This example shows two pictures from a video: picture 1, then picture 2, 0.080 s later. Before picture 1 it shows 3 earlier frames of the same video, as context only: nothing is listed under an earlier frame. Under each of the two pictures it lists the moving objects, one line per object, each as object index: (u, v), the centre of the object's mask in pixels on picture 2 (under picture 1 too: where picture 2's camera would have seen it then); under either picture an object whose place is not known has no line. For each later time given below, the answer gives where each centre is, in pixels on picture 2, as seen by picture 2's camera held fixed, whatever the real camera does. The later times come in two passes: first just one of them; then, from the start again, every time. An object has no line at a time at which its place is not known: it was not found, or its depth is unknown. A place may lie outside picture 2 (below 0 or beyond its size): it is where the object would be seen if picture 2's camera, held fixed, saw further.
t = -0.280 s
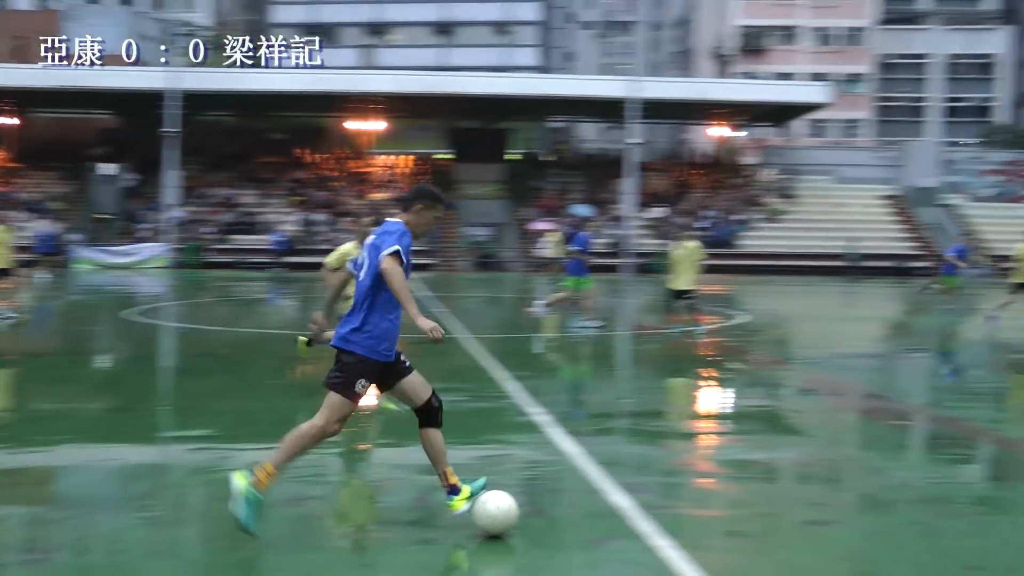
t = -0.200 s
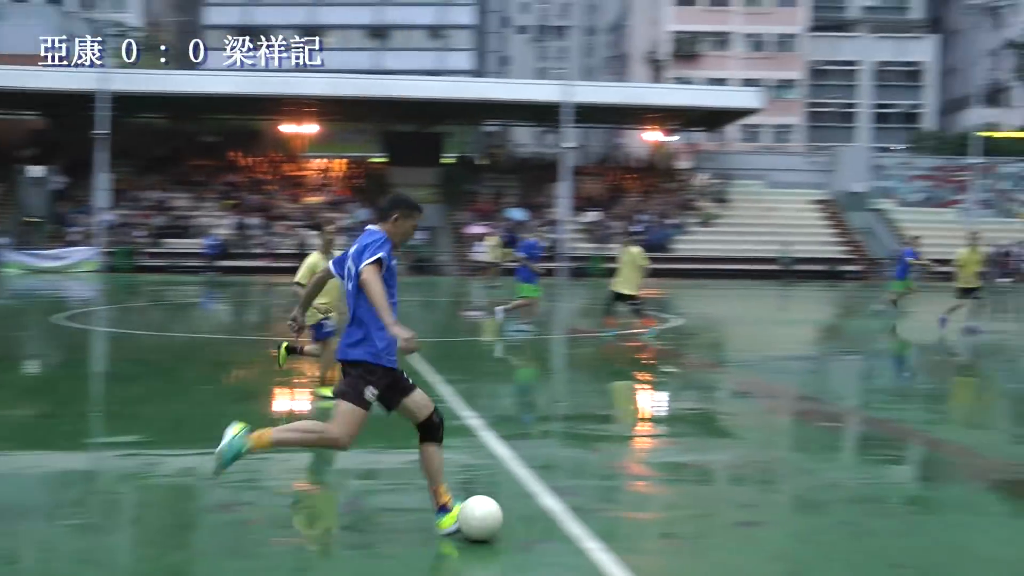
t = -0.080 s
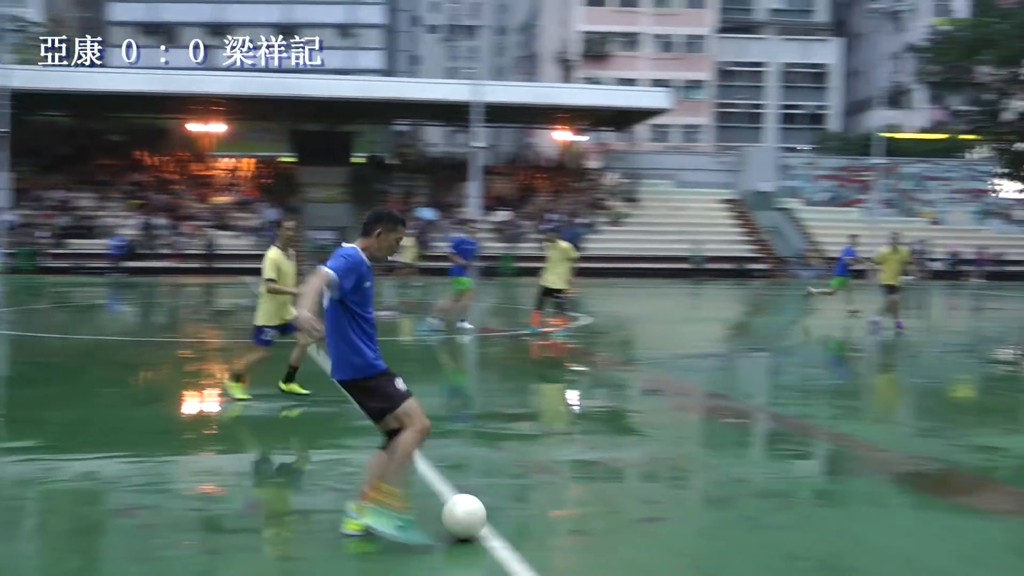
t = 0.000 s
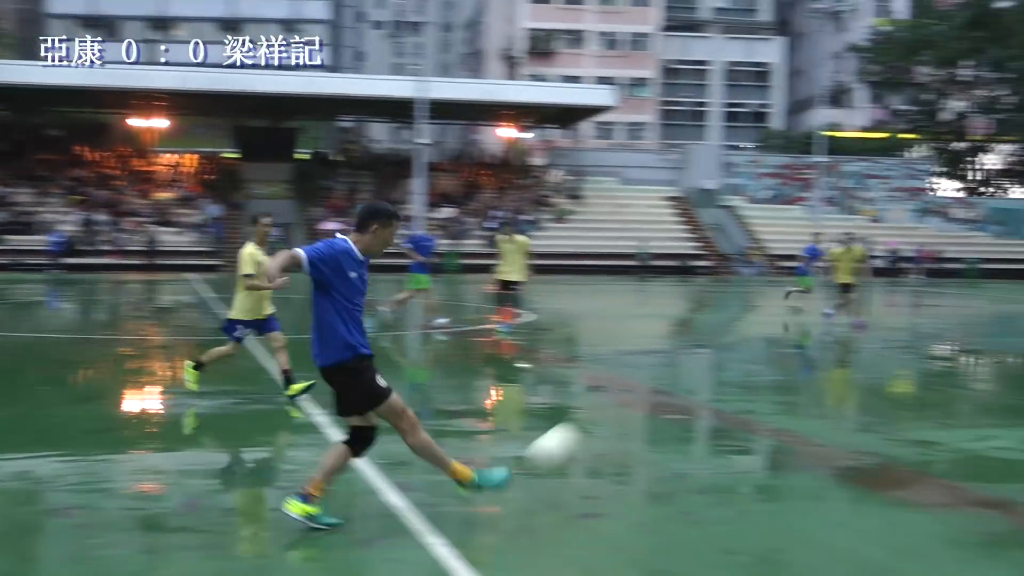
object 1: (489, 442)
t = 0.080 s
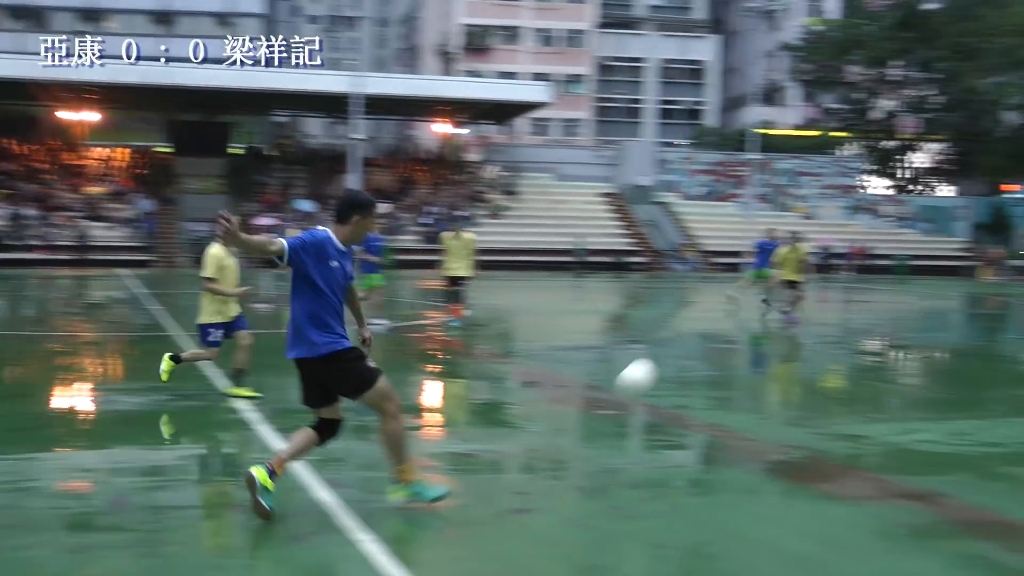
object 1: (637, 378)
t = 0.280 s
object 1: (859, 306)
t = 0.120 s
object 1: (694, 353)
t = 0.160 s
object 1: (745, 336)
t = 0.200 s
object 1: (788, 324)
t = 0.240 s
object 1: (826, 314)
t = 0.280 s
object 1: (859, 306)
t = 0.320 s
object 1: (889, 302)
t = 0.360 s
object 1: (914, 298)
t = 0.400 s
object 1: (936, 297)
